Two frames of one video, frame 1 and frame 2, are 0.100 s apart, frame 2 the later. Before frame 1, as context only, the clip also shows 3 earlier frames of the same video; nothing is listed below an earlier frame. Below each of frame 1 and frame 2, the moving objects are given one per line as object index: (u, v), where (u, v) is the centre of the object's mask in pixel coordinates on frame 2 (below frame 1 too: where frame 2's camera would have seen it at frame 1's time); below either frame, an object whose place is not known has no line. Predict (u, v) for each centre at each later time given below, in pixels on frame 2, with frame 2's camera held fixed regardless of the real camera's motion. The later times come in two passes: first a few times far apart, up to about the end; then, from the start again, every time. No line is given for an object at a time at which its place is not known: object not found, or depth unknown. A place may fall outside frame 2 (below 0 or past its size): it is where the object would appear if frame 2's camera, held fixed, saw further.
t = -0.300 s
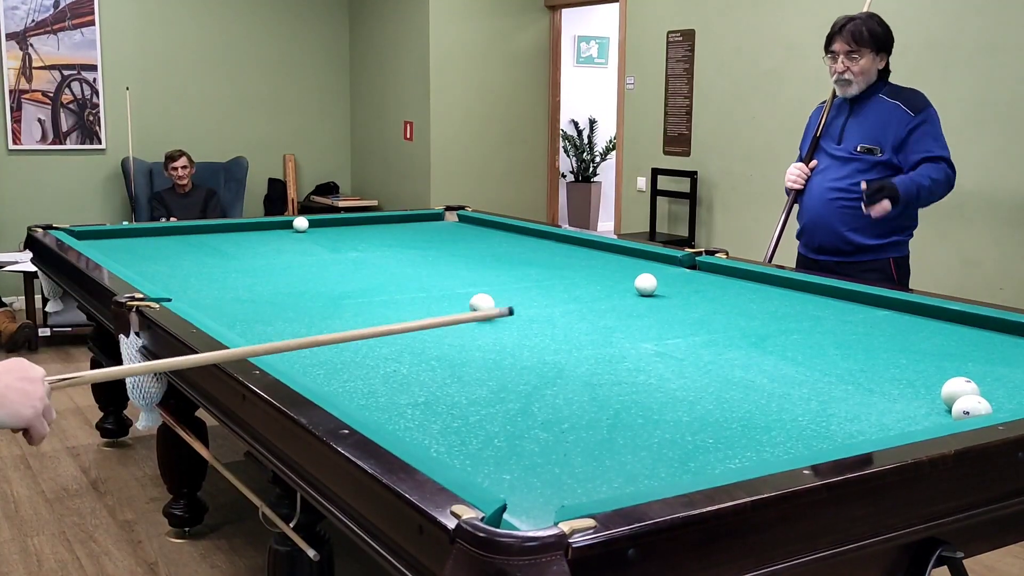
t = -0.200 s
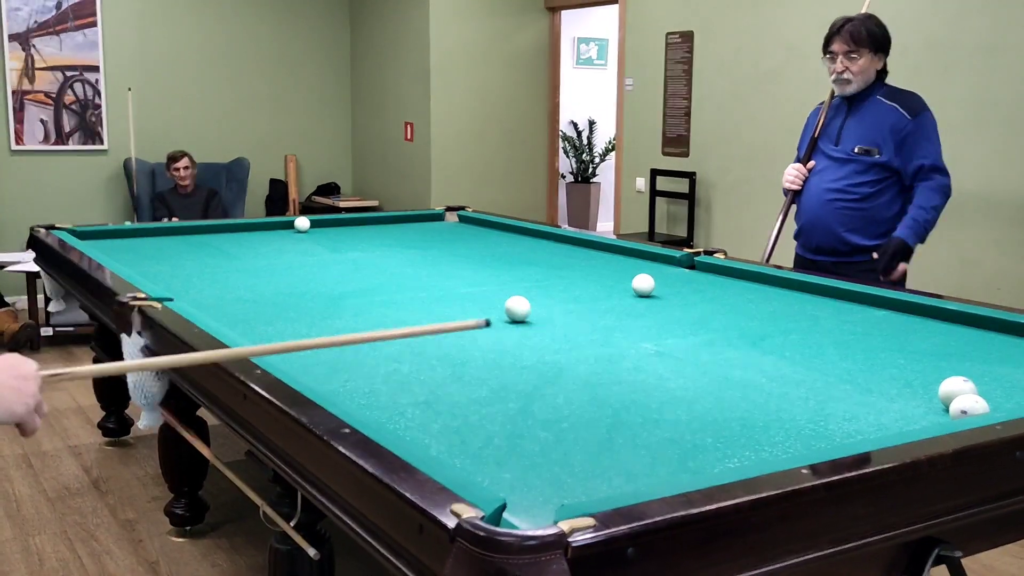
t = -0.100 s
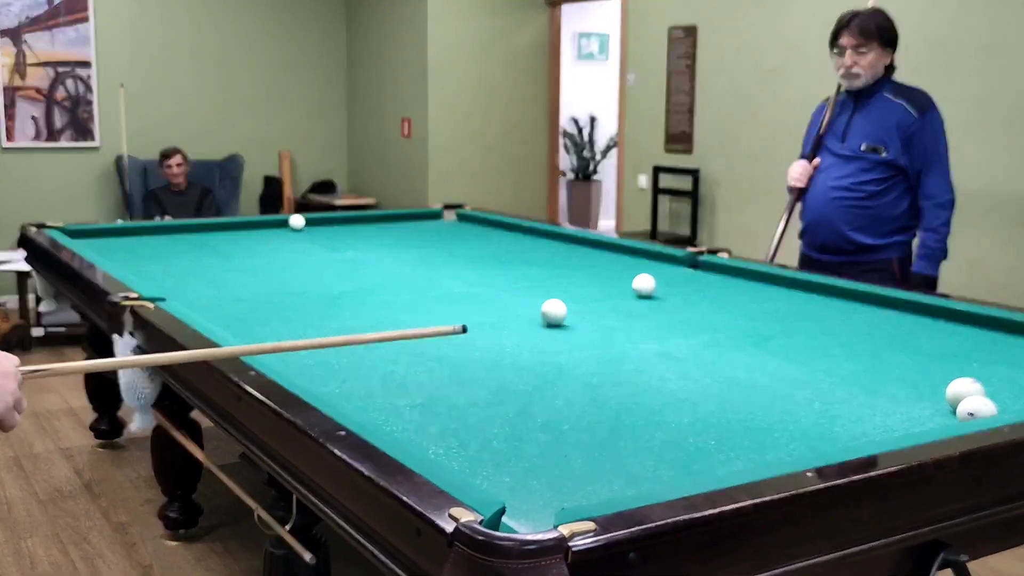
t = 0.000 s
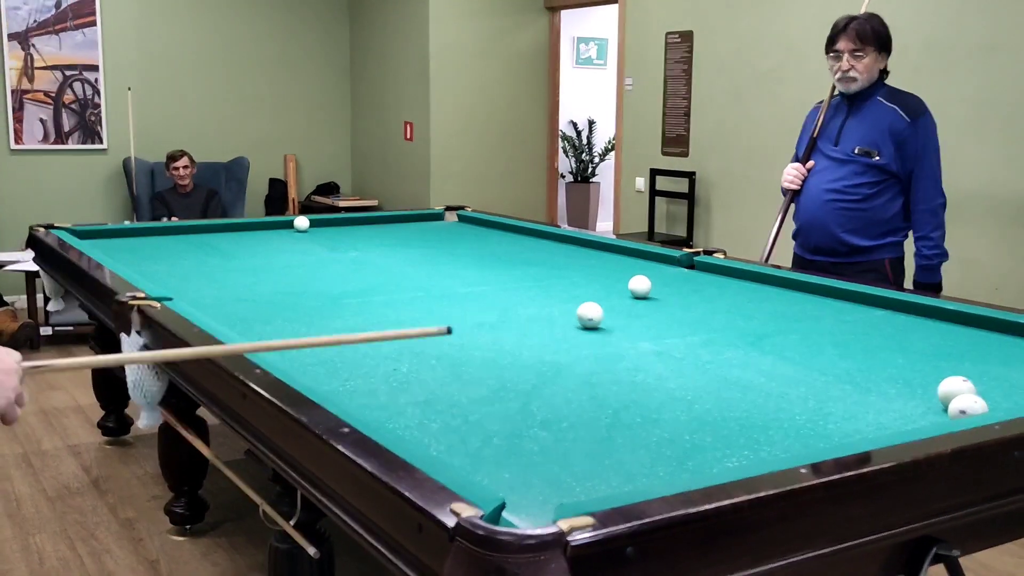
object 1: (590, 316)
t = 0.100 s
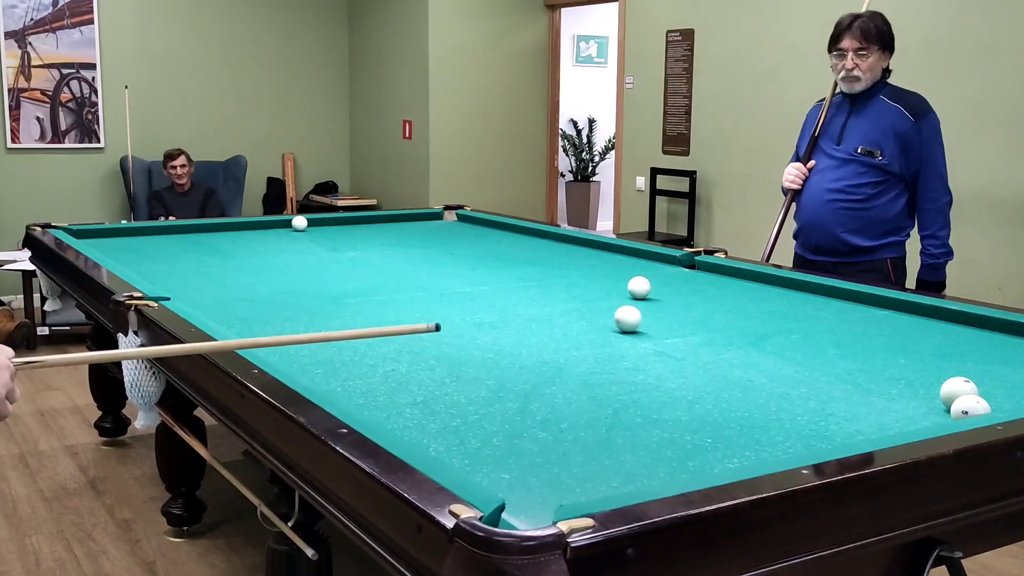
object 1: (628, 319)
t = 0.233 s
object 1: (680, 324)
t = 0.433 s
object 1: (760, 331)
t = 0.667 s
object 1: (859, 341)
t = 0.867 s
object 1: (948, 348)
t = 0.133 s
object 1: (641, 320)
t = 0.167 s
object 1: (654, 321)
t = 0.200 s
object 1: (667, 323)
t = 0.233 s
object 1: (680, 324)
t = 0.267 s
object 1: (693, 325)
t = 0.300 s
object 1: (706, 326)
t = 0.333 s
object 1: (719, 328)
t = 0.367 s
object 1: (733, 328)
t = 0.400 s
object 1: (747, 330)
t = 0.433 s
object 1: (760, 331)
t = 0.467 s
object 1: (774, 333)
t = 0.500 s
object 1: (788, 334)
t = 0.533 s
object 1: (802, 335)
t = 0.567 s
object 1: (816, 337)
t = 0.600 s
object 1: (830, 338)
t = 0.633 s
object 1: (845, 339)
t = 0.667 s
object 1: (859, 341)
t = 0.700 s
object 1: (874, 342)
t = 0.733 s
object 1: (888, 343)
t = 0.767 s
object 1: (903, 344)
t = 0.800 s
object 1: (918, 346)
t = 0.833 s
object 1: (933, 347)
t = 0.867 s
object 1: (948, 348)
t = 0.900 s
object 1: (963, 350)
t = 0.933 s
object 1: (979, 351)
